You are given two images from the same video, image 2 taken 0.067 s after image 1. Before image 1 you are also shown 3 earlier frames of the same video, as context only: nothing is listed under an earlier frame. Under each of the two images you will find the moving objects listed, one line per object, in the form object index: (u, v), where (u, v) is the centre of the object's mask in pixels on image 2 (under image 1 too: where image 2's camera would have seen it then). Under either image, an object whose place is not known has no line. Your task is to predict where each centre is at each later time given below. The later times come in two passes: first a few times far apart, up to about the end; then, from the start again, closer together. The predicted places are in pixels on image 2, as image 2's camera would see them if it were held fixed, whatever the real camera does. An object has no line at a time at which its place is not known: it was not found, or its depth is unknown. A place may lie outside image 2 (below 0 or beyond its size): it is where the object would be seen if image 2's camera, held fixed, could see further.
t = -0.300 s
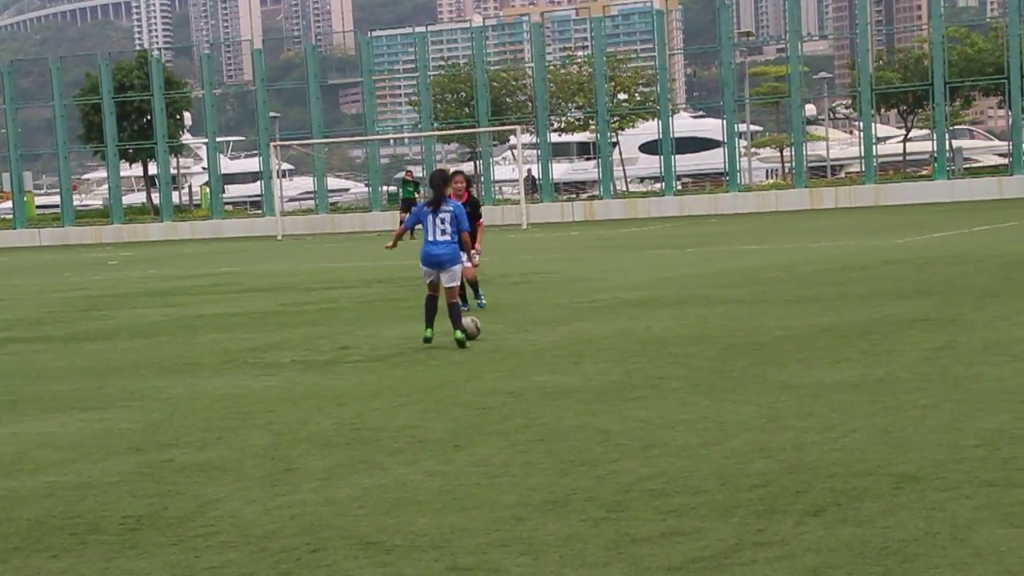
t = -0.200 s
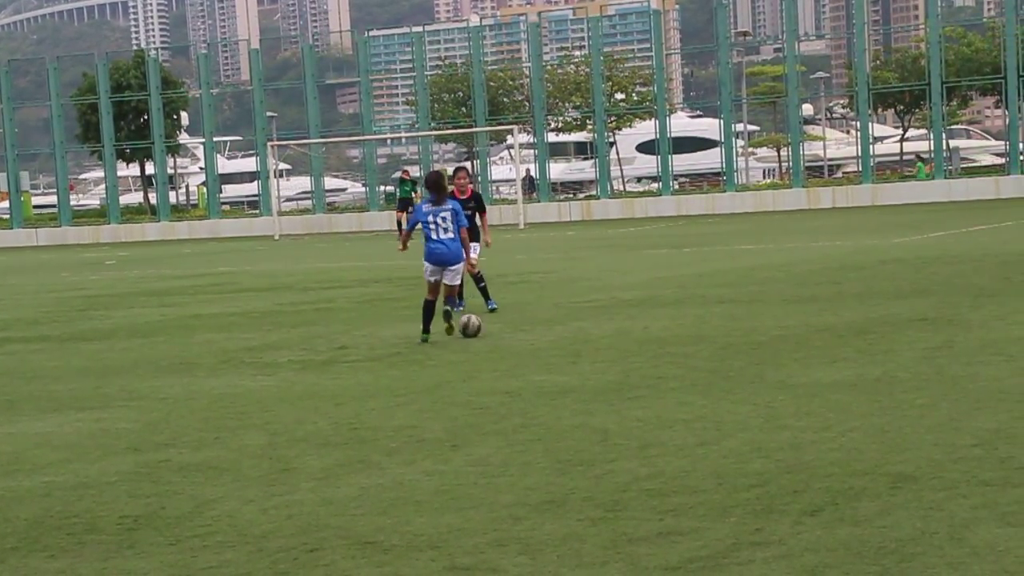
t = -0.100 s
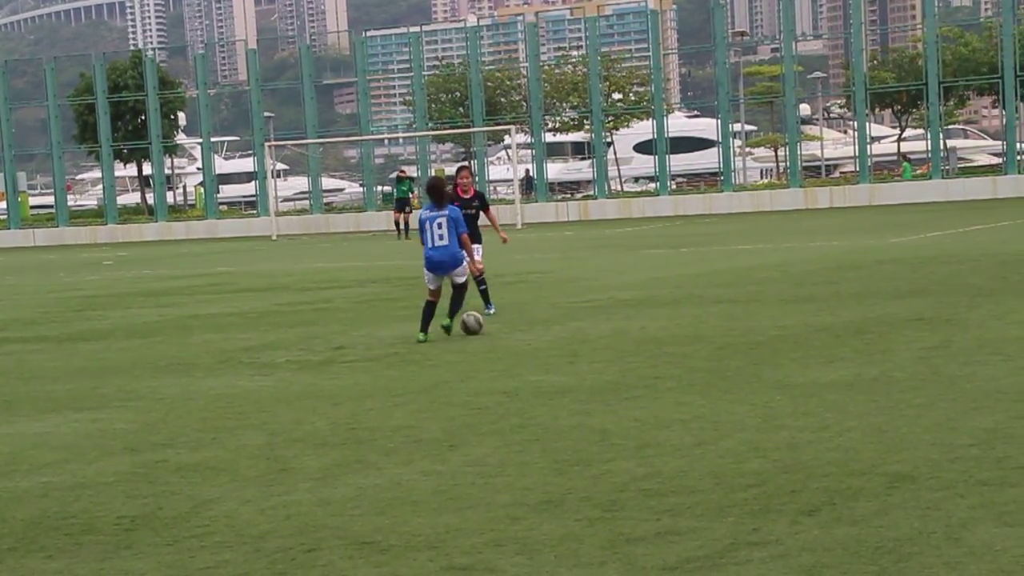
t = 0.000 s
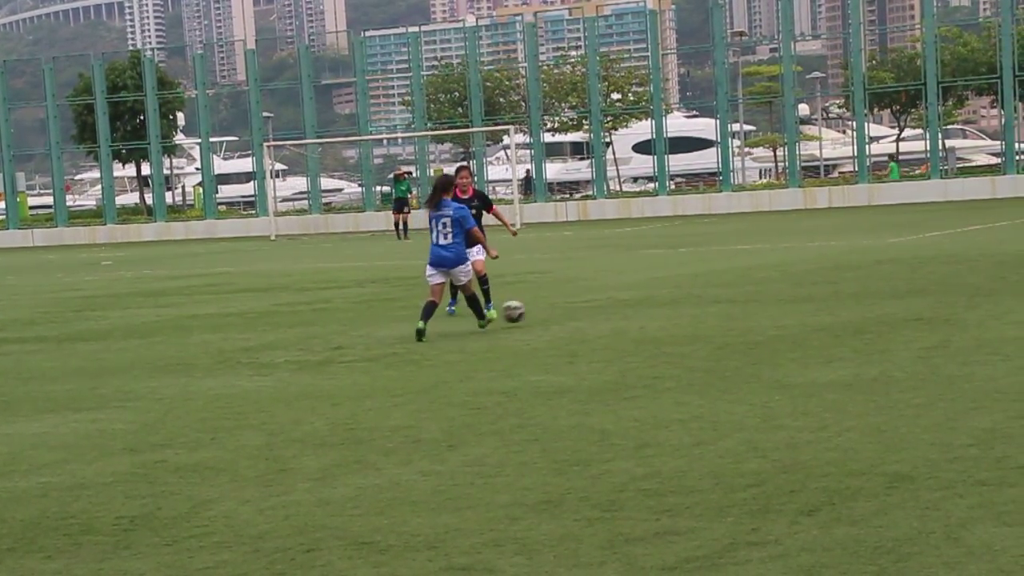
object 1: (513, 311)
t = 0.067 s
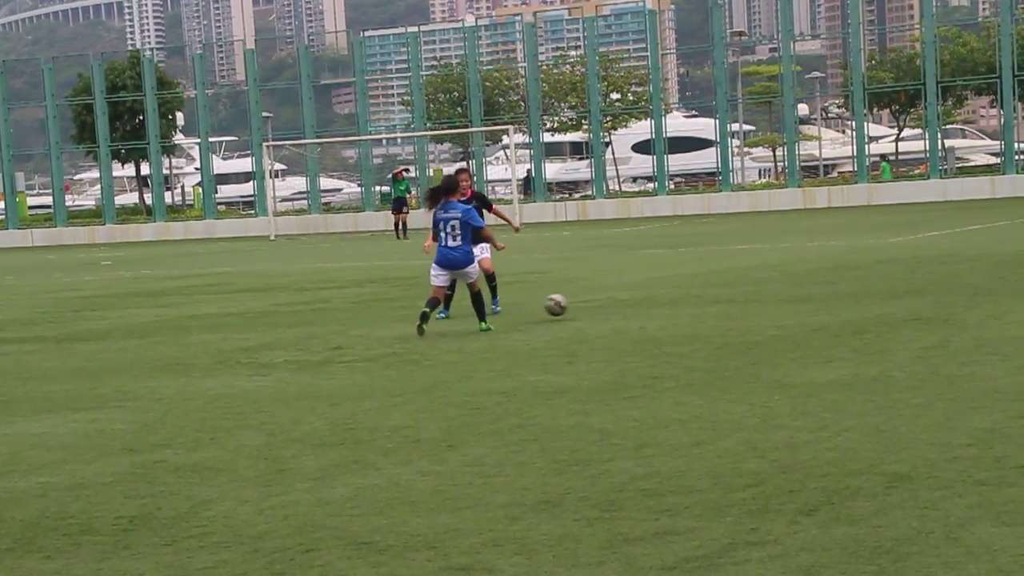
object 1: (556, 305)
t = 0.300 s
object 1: (684, 291)
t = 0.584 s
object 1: (799, 278)
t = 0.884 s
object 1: (881, 267)
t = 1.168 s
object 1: (950, 260)
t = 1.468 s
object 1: (1015, 251)
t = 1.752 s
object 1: (1071, 245)
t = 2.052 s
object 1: (1125, 238)
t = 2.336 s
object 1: (1170, 232)
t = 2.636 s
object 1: (1215, 227)
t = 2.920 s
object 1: (1253, 222)
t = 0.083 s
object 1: (566, 304)
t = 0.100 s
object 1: (577, 303)
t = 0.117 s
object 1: (587, 304)
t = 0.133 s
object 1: (598, 304)
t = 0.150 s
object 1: (607, 304)
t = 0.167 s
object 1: (617, 302)
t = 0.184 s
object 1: (625, 300)
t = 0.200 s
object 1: (634, 298)
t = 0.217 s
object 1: (642, 296)
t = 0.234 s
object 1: (651, 294)
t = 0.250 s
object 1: (660, 292)
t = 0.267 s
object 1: (668, 292)
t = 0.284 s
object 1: (676, 291)
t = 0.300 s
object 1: (684, 291)
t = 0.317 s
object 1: (693, 292)
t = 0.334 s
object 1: (701, 291)
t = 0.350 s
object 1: (708, 290)
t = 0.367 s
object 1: (715, 289)
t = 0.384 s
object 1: (723, 287)
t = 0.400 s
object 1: (729, 285)
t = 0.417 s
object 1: (737, 284)
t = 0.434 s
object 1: (743, 284)
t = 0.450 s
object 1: (750, 284)
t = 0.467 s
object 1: (757, 283)
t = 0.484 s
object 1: (764, 283)
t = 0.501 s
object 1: (770, 282)
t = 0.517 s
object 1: (776, 280)
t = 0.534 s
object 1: (781, 279)
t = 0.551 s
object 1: (787, 279)
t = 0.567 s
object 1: (793, 278)
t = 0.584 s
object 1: (799, 278)
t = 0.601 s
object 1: (804, 277)
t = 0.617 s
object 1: (809, 277)
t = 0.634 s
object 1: (816, 276)
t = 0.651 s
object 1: (819, 275)
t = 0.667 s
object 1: (825, 274)
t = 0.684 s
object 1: (829, 272)
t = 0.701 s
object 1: (833, 272)
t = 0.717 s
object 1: (838, 271)
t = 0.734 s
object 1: (843, 270)
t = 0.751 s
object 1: (847, 271)
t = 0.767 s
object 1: (851, 271)
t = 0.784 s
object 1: (856, 271)
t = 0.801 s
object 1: (860, 270)
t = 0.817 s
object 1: (864, 269)
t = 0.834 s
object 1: (869, 268)
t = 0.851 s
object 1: (873, 268)
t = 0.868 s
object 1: (877, 267)
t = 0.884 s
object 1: (881, 267)
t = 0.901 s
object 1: (886, 267)
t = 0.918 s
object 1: (890, 266)
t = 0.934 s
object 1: (894, 266)
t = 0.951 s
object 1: (898, 266)
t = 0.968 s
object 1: (902, 265)
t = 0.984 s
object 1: (906, 264)
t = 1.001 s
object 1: (910, 264)
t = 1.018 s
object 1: (914, 263)
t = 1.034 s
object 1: (918, 263)
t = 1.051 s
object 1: (923, 262)
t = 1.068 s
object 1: (926, 262)
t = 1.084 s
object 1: (930, 262)
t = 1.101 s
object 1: (934, 261)
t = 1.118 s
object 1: (938, 260)
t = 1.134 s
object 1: (942, 260)
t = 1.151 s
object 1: (946, 260)
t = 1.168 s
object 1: (950, 260)
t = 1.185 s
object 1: (954, 259)
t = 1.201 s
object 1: (957, 258)
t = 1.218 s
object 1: (961, 257)
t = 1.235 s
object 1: (965, 257)
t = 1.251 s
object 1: (969, 257)
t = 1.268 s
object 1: (972, 257)
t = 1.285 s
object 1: (976, 256)
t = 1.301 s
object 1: (979, 256)
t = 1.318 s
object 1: (983, 255)
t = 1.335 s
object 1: (987, 255)
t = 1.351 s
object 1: (990, 254)
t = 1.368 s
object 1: (994, 254)
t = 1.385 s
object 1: (998, 254)
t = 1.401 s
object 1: (1001, 253)
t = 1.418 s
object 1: (1004, 252)
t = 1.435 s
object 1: (1008, 252)
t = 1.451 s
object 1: (1011, 252)
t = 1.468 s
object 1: (1015, 251)
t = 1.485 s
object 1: (1018, 251)
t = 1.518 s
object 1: (1025, 250)
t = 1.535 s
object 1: (1028, 250)
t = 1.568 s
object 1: (1035, 249)
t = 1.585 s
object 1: (1039, 248)
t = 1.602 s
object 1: (1042, 248)
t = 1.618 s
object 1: (1045, 248)
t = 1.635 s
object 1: (1049, 247)
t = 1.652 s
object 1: (1052, 247)
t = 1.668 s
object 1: (1055, 247)
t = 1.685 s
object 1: (1058, 247)
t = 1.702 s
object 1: (1062, 246)
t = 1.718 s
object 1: (1065, 245)
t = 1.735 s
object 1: (1068, 245)
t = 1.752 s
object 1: (1071, 245)
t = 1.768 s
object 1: (1074, 245)
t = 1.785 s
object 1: (1077, 244)
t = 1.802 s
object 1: (1081, 244)
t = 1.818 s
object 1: (1084, 243)
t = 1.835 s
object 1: (1086, 243)
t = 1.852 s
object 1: (1090, 242)
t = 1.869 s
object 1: (1093, 243)
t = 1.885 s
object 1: (1096, 242)
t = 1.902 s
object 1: (1099, 241)
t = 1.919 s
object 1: (1101, 241)
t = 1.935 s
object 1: (1105, 241)
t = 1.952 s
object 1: (1107, 241)
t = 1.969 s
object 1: (1110, 240)
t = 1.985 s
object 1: (1113, 240)
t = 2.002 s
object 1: (1116, 240)
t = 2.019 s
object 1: (1119, 239)
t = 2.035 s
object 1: (1122, 239)
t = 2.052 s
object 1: (1125, 238)
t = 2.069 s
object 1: (1128, 238)
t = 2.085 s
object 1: (1131, 238)
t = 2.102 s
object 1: (1133, 237)
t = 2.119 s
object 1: (1136, 237)
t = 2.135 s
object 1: (1139, 237)
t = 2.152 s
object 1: (1141, 236)
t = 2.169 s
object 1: (1145, 236)
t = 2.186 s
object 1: (1147, 236)
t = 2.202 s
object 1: (1149, 235)
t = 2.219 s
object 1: (1153, 235)
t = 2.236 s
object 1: (1155, 234)
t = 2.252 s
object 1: (1157, 234)
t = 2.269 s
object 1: (1160, 234)
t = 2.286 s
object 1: (1163, 234)
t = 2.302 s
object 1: (1166, 233)
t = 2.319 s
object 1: (1168, 233)
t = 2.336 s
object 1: (1170, 232)
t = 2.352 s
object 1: (1173, 232)
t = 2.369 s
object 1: (1175, 232)
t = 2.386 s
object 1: (1178, 231)
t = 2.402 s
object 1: (1180, 231)
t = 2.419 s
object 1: (1184, 231)
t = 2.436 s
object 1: (1186, 230)
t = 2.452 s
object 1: (1188, 230)
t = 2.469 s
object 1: (1191, 230)
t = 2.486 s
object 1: (1193, 230)
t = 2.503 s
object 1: (1195, 230)
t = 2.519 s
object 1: (1198, 229)
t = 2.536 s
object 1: (1200, 229)
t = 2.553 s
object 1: (1203, 229)
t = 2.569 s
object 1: (1206, 228)
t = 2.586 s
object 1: (1208, 228)
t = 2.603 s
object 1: (1210, 228)
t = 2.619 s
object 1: (1213, 227)
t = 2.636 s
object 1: (1215, 227)
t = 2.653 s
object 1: (1217, 227)
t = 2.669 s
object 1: (1219, 226)
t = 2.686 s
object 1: (1221, 226)
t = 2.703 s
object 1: (1224, 226)
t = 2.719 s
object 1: (1226, 226)
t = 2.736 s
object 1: (1229, 225)
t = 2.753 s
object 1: (1231, 225)
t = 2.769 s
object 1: (1233, 225)
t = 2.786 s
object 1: (1235, 224)
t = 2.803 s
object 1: (1237, 224)
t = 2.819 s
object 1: (1240, 224)
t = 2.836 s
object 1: (1241, 223)
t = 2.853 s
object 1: (1244, 223)
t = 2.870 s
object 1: (1246, 223)
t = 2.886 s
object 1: (1248, 223)
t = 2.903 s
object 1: (1251, 223)
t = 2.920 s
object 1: (1253, 222)
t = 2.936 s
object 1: (1255, 222)
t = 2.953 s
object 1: (1257, 222)
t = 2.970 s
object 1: (1259, 222)
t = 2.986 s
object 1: (1261, 221)
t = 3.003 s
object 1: (1263, 221)
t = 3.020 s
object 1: (1265, 220)
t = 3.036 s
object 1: (1268, 220)
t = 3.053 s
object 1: (1269, 220)
